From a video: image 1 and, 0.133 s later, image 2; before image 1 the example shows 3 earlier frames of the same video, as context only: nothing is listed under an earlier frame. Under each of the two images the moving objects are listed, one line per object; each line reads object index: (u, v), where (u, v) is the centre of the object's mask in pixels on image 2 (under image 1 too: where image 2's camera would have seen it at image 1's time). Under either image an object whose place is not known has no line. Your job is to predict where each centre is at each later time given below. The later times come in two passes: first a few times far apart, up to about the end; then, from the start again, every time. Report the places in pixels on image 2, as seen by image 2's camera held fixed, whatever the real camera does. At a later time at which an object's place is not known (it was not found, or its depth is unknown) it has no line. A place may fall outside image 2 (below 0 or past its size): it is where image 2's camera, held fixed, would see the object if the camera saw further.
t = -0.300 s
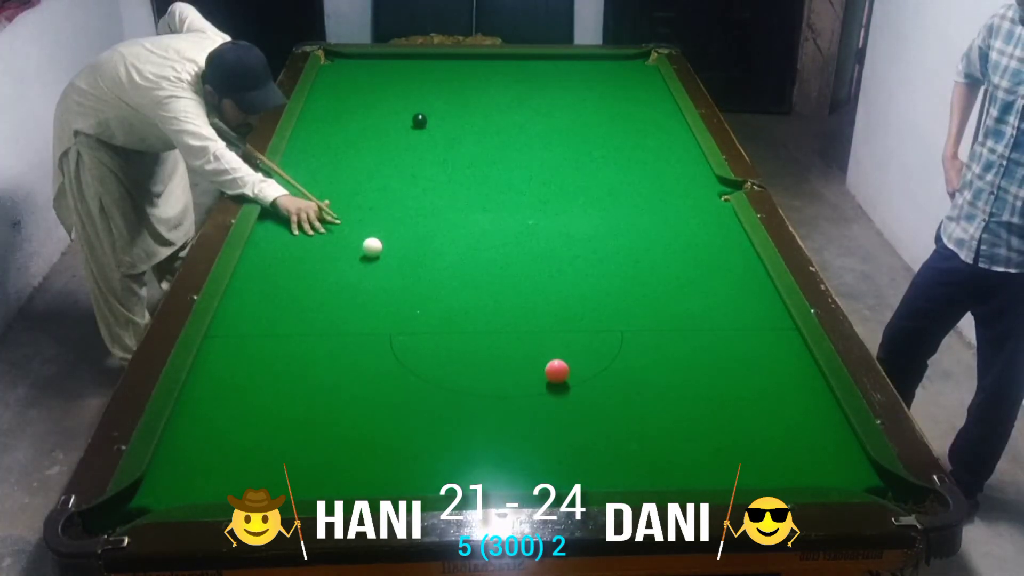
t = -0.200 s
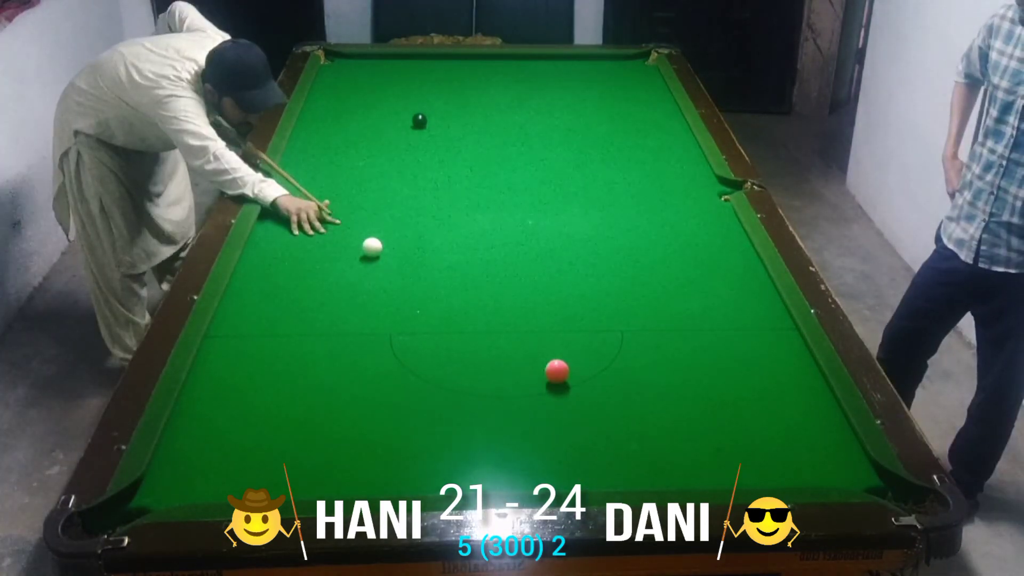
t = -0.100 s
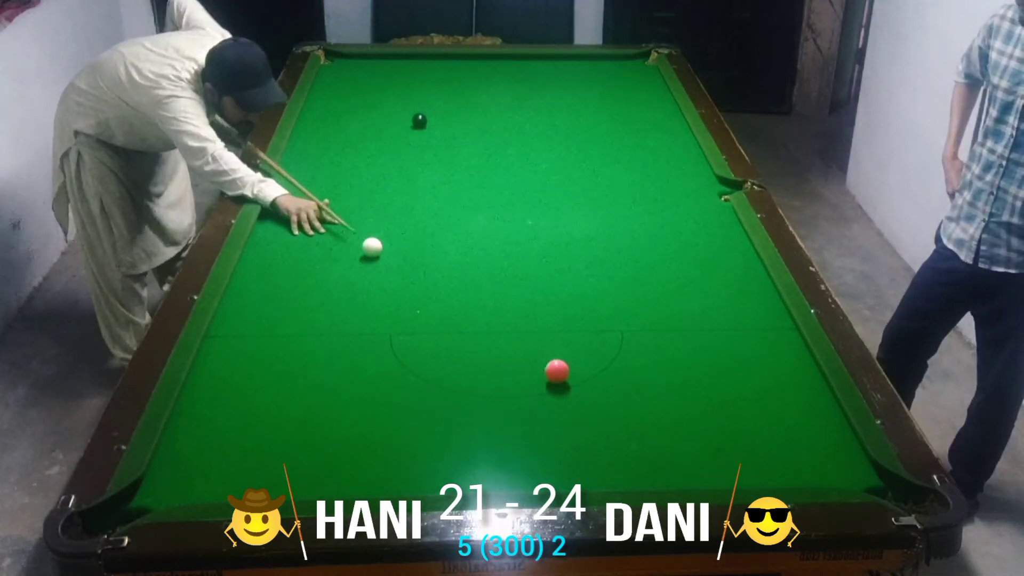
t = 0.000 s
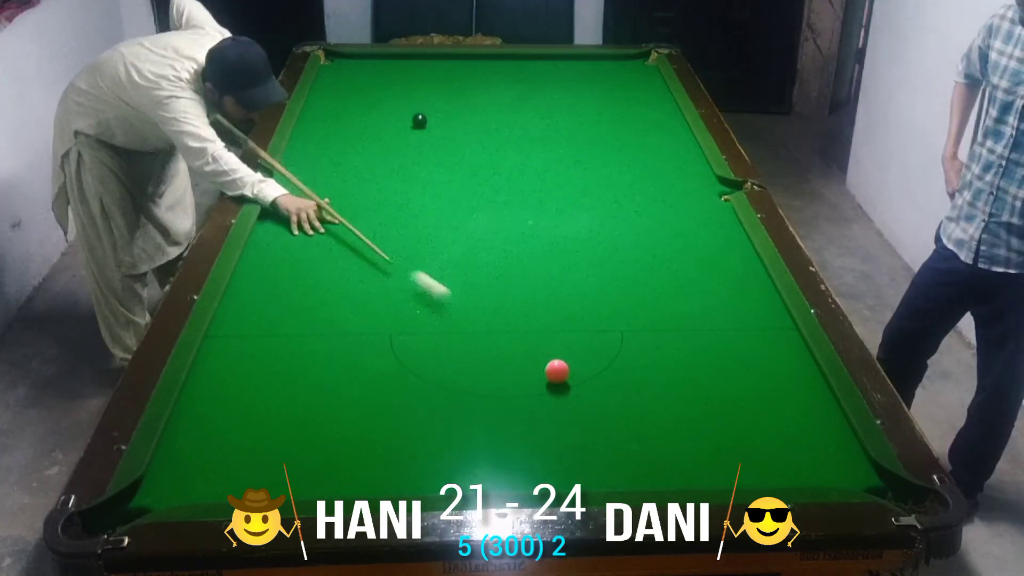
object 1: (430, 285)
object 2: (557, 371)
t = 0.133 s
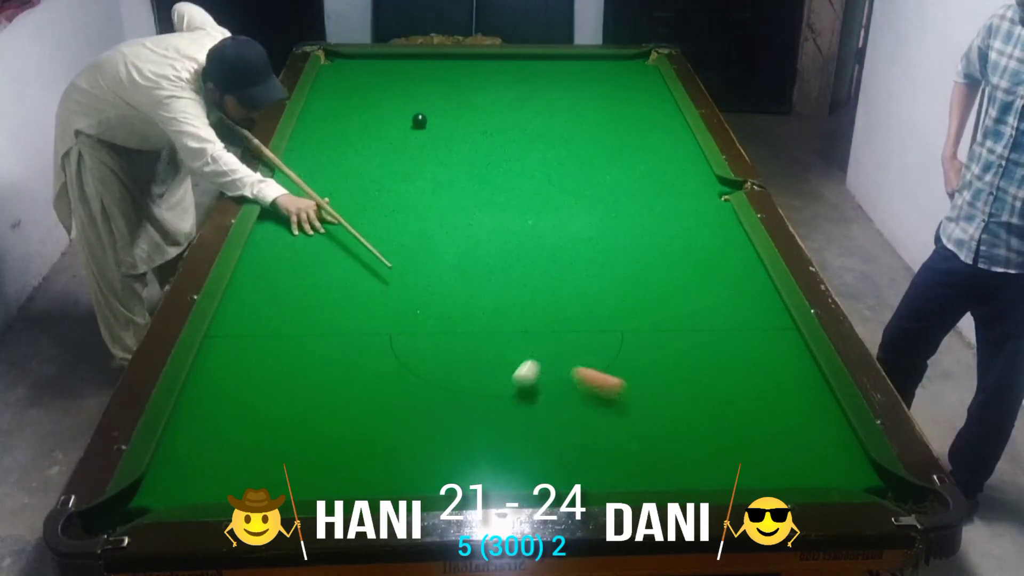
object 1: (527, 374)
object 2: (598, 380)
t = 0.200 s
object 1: (507, 402)
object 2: (693, 410)
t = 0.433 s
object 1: (465, 464)
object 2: (838, 454)
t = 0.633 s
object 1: (448, 402)
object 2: (804, 393)
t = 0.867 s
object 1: (433, 346)
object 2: (772, 335)
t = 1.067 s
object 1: (421, 305)
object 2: (749, 294)
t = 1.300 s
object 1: (410, 265)
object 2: (725, 253)
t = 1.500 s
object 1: (401, 236)
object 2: (709, 223)
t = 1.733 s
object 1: (391, 206)
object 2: (692, 194)
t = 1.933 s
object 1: (384, 183)
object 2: (678, 171)
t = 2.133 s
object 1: (378, 163)
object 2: (667, 151)
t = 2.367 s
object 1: (371, 143)
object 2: (654, 131)
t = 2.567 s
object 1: (366, 127)
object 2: (646, 115)
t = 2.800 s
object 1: (360, 111)
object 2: (635, 98)
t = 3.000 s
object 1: (355, 98)
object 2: (629, 86)
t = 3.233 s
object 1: (349, 85)
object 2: (621, 73)
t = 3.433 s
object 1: (344, 74)
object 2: (616, 62)
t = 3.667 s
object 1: (339, 63)
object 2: (614, 61)
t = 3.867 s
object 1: (334, 55)
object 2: (616, 68)
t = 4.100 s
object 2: (618, 76)
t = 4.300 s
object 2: (620, 84)
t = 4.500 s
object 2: (622, 90)
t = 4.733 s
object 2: (624, 98)
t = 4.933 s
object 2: (626, 105)
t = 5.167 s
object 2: (628, 114)
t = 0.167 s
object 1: (516, 388)
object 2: (645, 396)
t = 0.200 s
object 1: (507, 402)
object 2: (693, 410)
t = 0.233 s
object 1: (498, 418)
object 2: (741, 425)
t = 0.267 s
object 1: (490, 433)
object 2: (792, 441)
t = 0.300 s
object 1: (483, 448)
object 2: (842, 456)
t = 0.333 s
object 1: (477, 464)
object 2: (861, 473)
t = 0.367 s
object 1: (472, 478)
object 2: (852, 478)
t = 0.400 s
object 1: (468, 474)
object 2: (845, 468)
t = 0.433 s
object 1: (465, 464)
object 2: (838, 454)
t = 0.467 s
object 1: (462, 451)
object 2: (832, 442)
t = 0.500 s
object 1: (459, 440)
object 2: (826, 432)
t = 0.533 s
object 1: (456, 430)
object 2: (820, 421)
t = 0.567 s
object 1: (454, 421)
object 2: (814, 411)
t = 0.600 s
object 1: (451, 411)
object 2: (809, 402)
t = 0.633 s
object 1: (448, 402)
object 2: (804, 393)
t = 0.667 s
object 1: (446, 393)
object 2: (799, 383)
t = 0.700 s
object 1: (444, 385)
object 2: (794, 374)
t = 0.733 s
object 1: (441, 377)
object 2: (789, 366)
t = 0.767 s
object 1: (439, 368)
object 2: (784, 358)
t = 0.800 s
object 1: (437, 360)
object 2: (780, 350)
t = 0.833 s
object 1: (435, 353)
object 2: (776, 342)
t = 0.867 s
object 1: (433, 346)
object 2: (772, 335)
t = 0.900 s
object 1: (431, 338)
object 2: (767, 327)
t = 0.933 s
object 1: (429, 331)
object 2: (763, 320)
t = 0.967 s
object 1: (427, 325)
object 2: (759, 314)
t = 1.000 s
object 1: (425, 318)
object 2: (756, 307)
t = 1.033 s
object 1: (423, 311)
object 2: (752, 300)
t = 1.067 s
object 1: (421, 305)
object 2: (749, 294)
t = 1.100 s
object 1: (420, 299)
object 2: (745, 287)
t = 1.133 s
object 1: (418, 293)
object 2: (741, 281)
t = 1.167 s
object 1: (416, 287)
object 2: (738, 275)
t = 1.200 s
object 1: (415, 281)
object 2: (735, 269)
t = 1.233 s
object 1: (413, 276)
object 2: (732, 264)
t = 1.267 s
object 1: (411, 270)
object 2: (729, 258)
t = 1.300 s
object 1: (410, 265)
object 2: (725, 253)
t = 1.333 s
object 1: (408, 259)
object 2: (723, 248)
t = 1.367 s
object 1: (407, 255)
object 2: (720, 243)
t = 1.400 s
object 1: (405, 250)
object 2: (717, 238)
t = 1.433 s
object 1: (403, 245)
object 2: (714, 233)
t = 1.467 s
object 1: (402, 241)
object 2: (712, 228)
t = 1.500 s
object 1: (401, 236)
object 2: (709, 223)
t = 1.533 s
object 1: (399, 231)
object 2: (706, 219)
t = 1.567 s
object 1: (398, 227)
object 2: (704, 214)
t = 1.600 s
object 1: (397, 222)
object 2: (701, 210)
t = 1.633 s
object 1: (395, 218)
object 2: (699, 206)
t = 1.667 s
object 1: (394, 214)
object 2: (697, 201)
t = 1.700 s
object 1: (393, 210)
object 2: (694, 198)
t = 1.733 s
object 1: (391, 206)
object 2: (692, 194)
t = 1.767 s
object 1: (390, 202)
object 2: (690, 190)
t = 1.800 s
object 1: (389, 198)
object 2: (687, 186)
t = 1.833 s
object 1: (388, 194)
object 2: (685, 182)
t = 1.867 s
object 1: (387, 191)
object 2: (683, 178)
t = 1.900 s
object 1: (386, 187)
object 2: (681, 175)
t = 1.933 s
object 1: (384, 183)
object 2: (678, 171)
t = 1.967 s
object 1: (383, 180)
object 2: (676, 167)
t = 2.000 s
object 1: (382, 176)
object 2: (674, 164)
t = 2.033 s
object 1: (381, 173)
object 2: (672, 161)
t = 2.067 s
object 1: (380, 170)
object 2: (670, 157)
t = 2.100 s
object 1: (379, 167)
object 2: (669, 154)
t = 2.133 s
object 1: (378, 163)
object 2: (667, 151)
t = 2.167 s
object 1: (377, 160)
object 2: (665, 148)
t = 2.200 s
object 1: (376, 157)
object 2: (663, 145)
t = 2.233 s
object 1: (375, 154)
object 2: (661, 142)
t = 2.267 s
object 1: (374, 151)
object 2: (660, 139)
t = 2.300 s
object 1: (373, 148)
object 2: (658, 136)
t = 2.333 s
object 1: (372, 145)
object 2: (656, 133)
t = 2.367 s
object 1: (371, 143)
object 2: (654, 131)
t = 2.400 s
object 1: (370, 140)
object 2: (653, 128)
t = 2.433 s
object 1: (369, 137)
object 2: (651, 125)
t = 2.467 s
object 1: (369, 135)
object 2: (650, 123)
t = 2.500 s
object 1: (368, 132)
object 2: (648, 120)
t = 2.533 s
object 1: (367, 129)
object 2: (647, 117)
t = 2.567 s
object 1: (366, 127)
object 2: (646, 115)
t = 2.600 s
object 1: (365, 124)
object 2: (644, 113)
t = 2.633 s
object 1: (364, 122)
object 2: (642, 110)
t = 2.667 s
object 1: (363, 120)
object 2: (641, 108)
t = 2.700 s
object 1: (362, 117)
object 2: (640, 105)
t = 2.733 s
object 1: (361, 115)
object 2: (638, 103)
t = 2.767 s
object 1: (361, 113)
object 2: (637, 101)
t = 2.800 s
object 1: (360, 111)
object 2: (635, 98)
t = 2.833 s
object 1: (359, 109)
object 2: (634, 96)
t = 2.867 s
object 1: (358, 106)
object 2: (633, 94)
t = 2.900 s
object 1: (357, 104)
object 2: (632, 92)
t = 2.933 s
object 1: (356, 102)
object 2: (631, 90)
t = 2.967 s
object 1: (355, 100)
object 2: (630, 88)
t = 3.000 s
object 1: (355, 98)
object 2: (629, 86)
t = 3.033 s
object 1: (354, 96)
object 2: (628, 84)
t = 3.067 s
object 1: (353, 94)
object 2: (626, 82)
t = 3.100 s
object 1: (352, 92)
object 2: (625, 80)
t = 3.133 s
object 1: (351, 90)
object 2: (625, 78)
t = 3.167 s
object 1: (351, 88)
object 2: (623, 76)
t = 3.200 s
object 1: (350, 86)
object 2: (622, 75)
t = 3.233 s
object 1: (349, 85)
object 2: (621, 73)
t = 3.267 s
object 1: (348, 83)
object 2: (621, 71)
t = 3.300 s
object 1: (347, 81)
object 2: (620, 69)
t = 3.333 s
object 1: (347, 79)
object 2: (619, 67)
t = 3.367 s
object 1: (346, 78)
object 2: (618, 66)
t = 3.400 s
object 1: (345, 76)
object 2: (617, 64)
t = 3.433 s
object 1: (344, 74)
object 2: (616, 62)
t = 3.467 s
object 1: (344, 72)
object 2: (615, 61)
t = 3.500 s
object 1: (343, 71)
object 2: (614, 59)
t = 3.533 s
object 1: (342, 69)
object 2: (613, 57)
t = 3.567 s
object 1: (341, 68)
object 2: (613, 58)
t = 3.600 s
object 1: (340, 66)
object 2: (613, 59)
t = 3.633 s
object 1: (340, 64)
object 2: (614, 60)
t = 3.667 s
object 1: (339, 63)
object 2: (614, 61)
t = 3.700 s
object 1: (339, 61)
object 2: (614, 63)
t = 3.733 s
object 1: (338, 60)
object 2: (615, 64)
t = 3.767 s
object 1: (337, 58)
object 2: (615, 65)
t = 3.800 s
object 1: (336, 57)
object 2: (615, 66)
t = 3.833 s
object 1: (335, 55)
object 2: (616, 67)
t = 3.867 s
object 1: (334, 55)
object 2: (616, 68)
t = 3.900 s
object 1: (331, 56)
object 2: (616, 70)
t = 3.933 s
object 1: (327, 58)
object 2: (617, 71)
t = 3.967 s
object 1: (325, 60)
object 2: (617, 72)
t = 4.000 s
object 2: (617, 73)
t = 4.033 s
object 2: (618, 74)
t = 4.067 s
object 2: (618, 75)
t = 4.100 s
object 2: (618, 76)
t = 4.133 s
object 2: (619, 78)
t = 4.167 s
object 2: (619, 79)
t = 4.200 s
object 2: (619, 80)
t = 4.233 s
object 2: (620, 81)
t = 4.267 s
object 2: (620, 83)
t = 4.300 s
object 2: (620, 84)
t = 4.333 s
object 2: (621, 85)
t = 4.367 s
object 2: (621, 86)
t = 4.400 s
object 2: (621, 87)
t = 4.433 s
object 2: (621, 88)
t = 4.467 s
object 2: (622, 89)
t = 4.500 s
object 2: (622, 90)
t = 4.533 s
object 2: (622, 92)
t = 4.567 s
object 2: (623, 93)
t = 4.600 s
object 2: (623, 94)
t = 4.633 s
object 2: (623, 95)
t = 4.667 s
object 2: (624, 96)
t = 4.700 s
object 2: (624, 97)
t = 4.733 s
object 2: (624, 98)
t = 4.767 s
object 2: (625, 100)
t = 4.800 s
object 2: (625, 101)
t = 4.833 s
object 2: (625, 102)
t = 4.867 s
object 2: (625, 103)
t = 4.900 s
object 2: (625, 104)
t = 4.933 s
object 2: (626, 105)
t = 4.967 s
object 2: (626, 106)
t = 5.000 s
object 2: (626, 107)
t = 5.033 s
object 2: (626, 110)
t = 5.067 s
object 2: (627, 110)
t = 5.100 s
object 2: (627, 112)
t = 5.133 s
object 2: (627, 113)
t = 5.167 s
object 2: (628, 114)
